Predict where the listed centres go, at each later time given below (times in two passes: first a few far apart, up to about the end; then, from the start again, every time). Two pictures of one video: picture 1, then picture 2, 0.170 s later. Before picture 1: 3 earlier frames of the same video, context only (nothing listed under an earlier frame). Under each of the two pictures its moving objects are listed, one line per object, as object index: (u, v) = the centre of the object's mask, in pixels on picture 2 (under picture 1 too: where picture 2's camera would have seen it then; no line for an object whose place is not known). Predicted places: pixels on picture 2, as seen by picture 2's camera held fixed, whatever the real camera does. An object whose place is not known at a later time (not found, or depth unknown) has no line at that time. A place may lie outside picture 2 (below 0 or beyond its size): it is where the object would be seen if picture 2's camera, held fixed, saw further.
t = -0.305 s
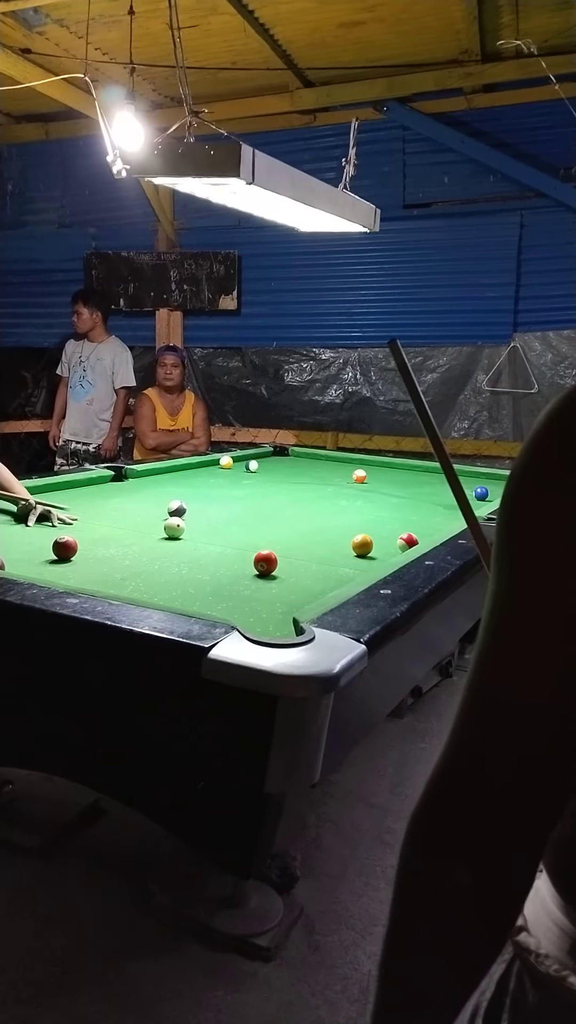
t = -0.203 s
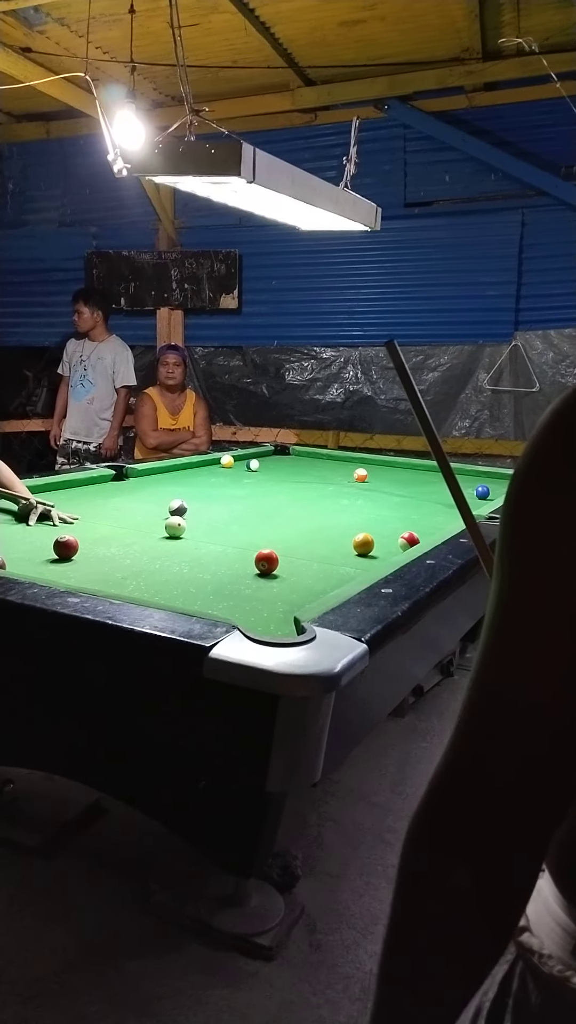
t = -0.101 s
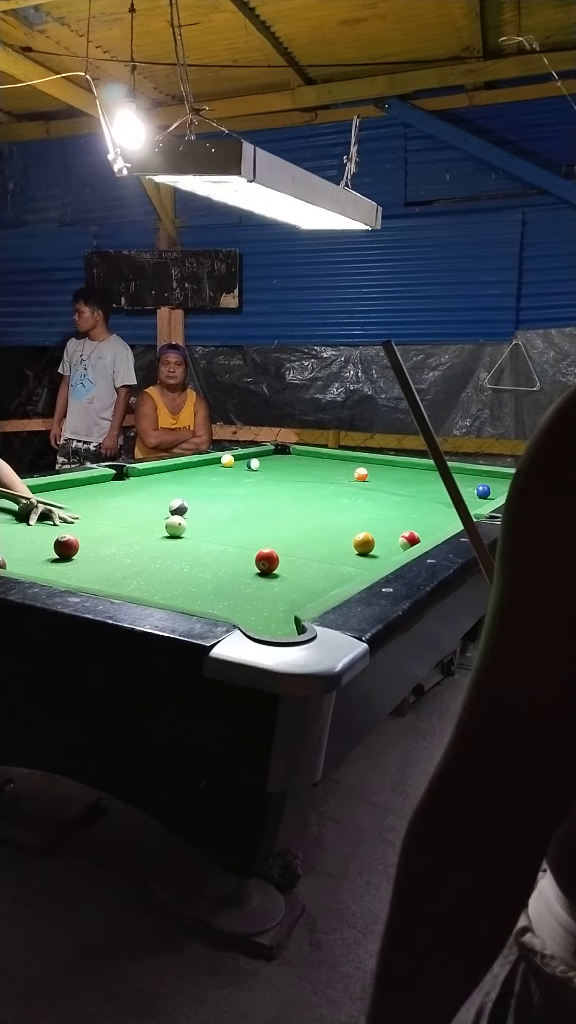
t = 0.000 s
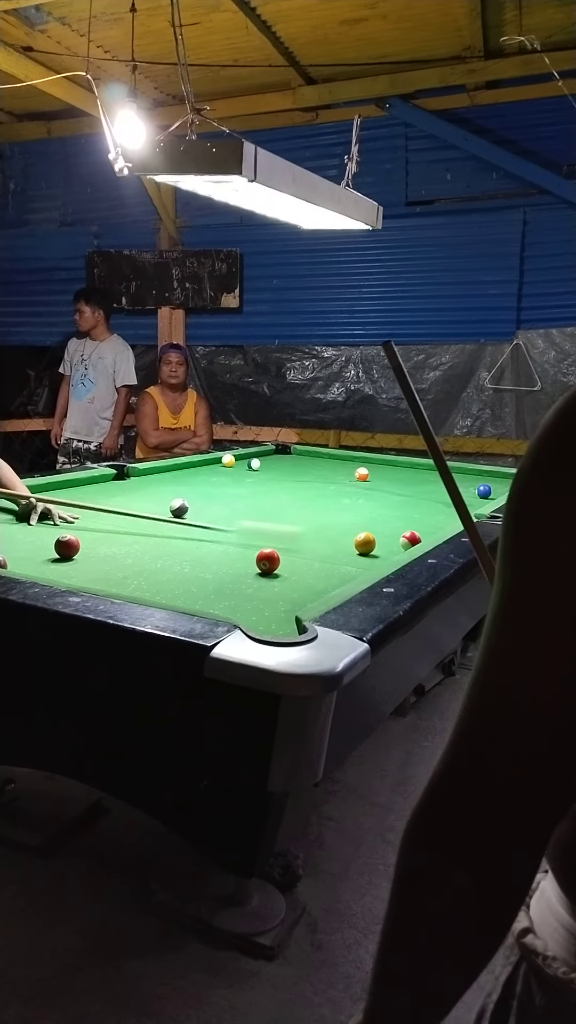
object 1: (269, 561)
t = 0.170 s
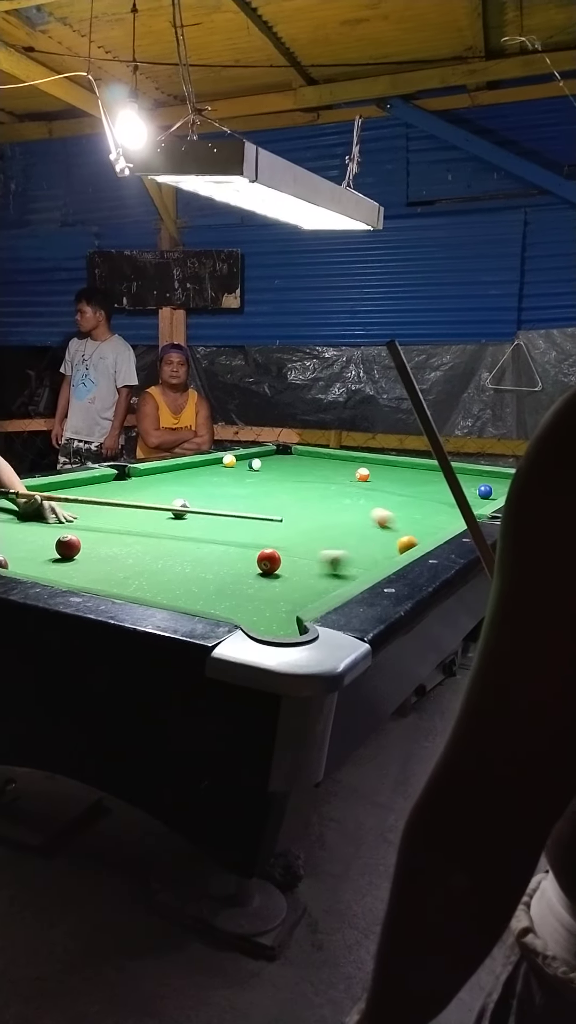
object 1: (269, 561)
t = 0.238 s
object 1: (268, 561)
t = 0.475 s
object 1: (175, 564)
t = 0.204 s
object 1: (269, 561)
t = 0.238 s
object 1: (268, 561)
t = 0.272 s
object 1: (253, 560)
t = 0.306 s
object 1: (239, 561)
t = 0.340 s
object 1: (225, 561)
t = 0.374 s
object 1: (213, 562)
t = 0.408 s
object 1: (200, 563)
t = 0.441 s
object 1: (187, 563)
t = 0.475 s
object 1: (175, 564)
